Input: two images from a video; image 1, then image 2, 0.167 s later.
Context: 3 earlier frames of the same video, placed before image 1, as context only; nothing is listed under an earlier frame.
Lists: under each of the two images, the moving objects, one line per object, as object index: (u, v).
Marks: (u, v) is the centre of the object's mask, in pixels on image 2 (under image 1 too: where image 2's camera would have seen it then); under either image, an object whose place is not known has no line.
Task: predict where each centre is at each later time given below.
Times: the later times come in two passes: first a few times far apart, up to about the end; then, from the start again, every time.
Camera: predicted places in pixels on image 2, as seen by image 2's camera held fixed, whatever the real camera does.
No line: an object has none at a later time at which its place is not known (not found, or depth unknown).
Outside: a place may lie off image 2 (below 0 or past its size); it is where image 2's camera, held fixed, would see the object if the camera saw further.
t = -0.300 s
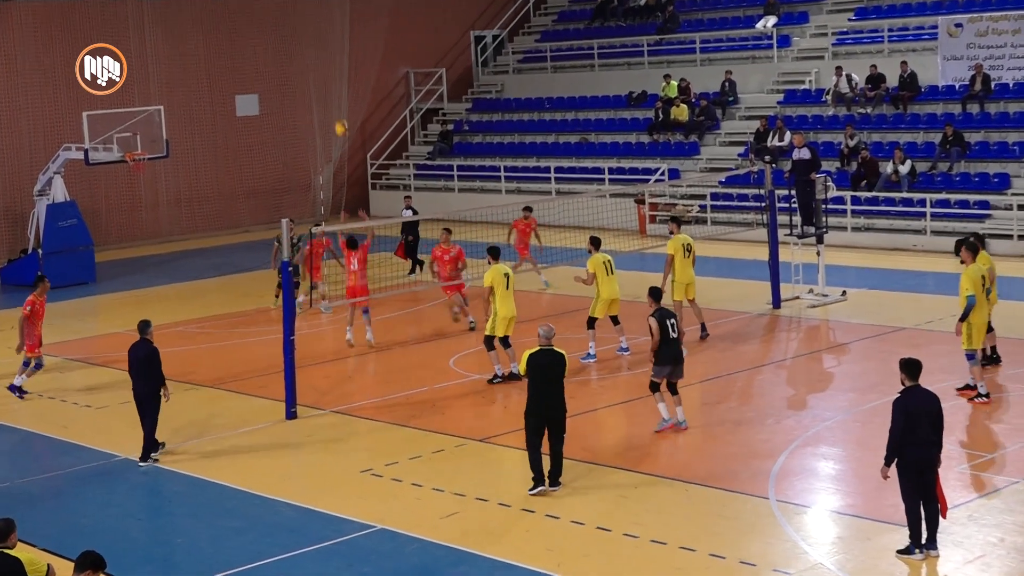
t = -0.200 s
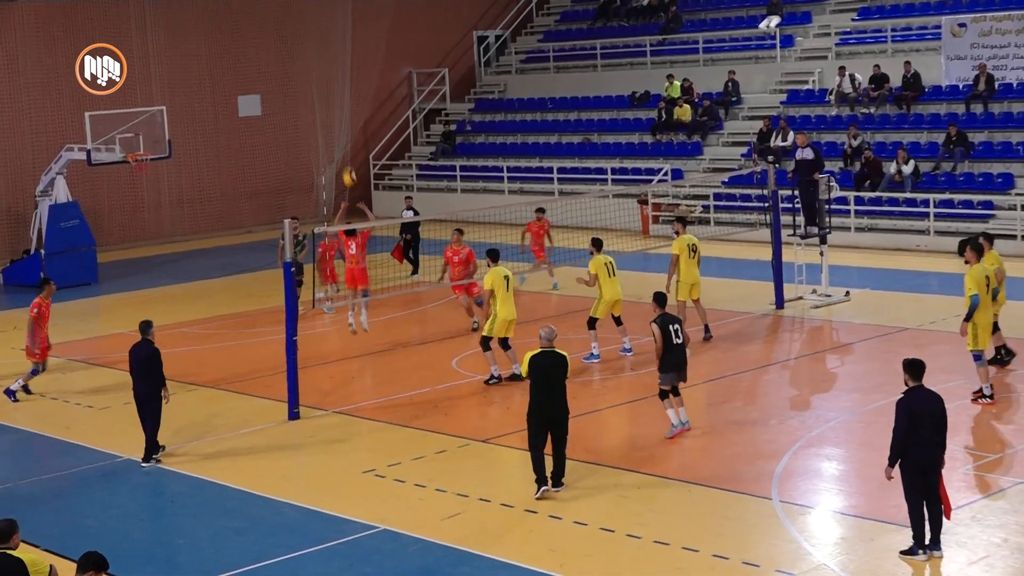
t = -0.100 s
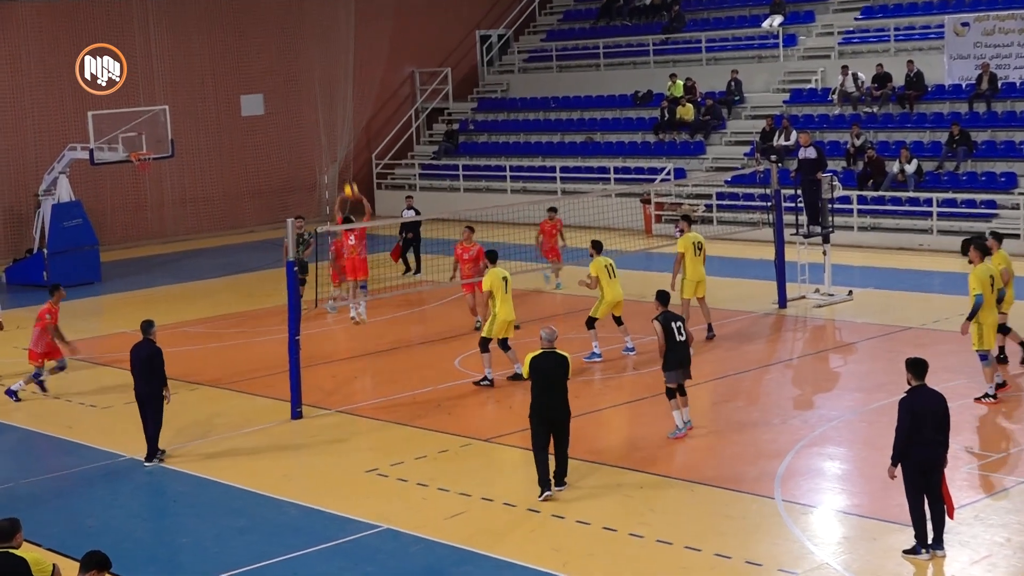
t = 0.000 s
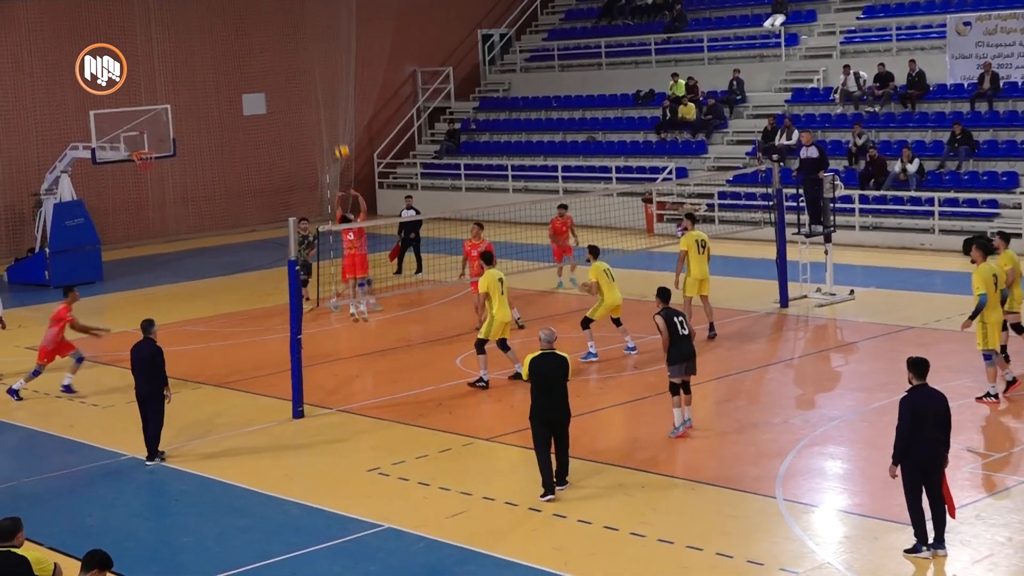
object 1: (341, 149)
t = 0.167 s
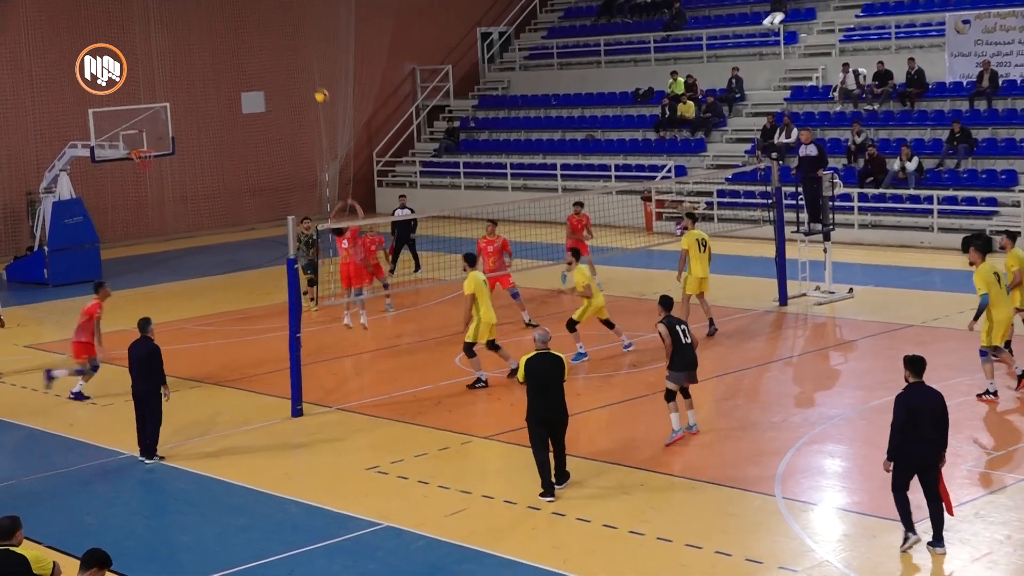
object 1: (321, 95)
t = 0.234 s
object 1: (315, 82)
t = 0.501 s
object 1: (289, 50)
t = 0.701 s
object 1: (269, 56)
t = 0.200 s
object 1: (319, 91)
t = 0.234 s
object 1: (315, 82)
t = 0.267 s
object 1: (311, 75)
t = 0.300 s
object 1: (309, 72)
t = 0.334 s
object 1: (304, 65)
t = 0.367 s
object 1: (300, 60)
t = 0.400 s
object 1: (298, 57)
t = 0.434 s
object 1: (294, 53)
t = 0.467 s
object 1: (290, 51)
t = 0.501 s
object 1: (289, 50)
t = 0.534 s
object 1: (284, 50)
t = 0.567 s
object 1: (281, 50)
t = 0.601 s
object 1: (279, 50)
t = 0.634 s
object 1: (275, 52)
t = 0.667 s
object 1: (271, 54)
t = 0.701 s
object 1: (269, 56)
